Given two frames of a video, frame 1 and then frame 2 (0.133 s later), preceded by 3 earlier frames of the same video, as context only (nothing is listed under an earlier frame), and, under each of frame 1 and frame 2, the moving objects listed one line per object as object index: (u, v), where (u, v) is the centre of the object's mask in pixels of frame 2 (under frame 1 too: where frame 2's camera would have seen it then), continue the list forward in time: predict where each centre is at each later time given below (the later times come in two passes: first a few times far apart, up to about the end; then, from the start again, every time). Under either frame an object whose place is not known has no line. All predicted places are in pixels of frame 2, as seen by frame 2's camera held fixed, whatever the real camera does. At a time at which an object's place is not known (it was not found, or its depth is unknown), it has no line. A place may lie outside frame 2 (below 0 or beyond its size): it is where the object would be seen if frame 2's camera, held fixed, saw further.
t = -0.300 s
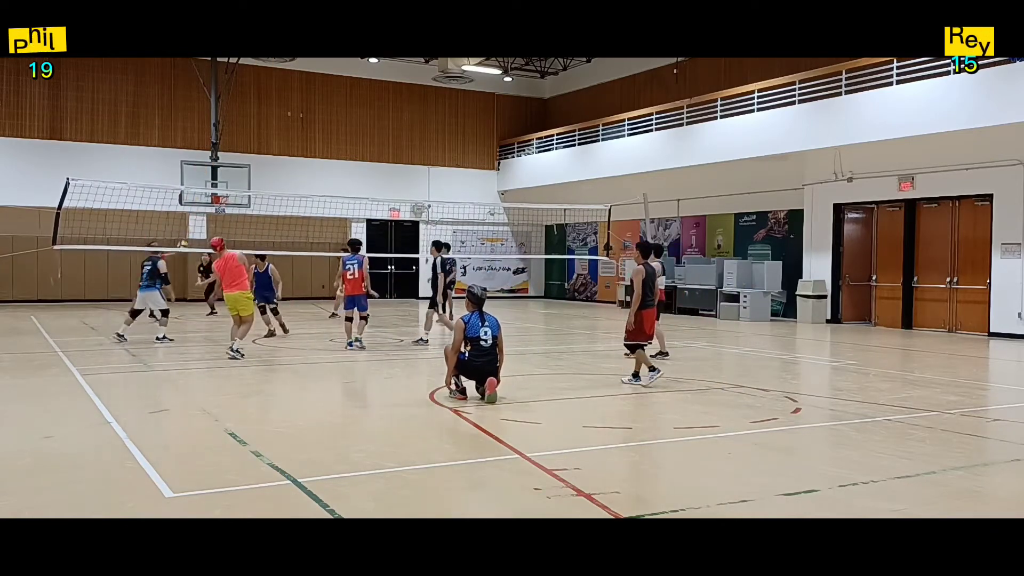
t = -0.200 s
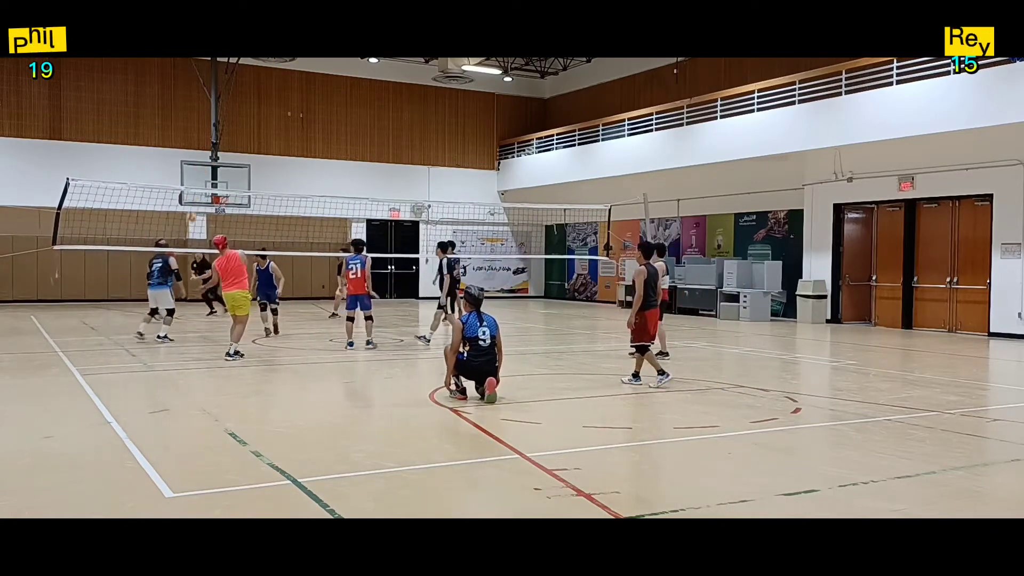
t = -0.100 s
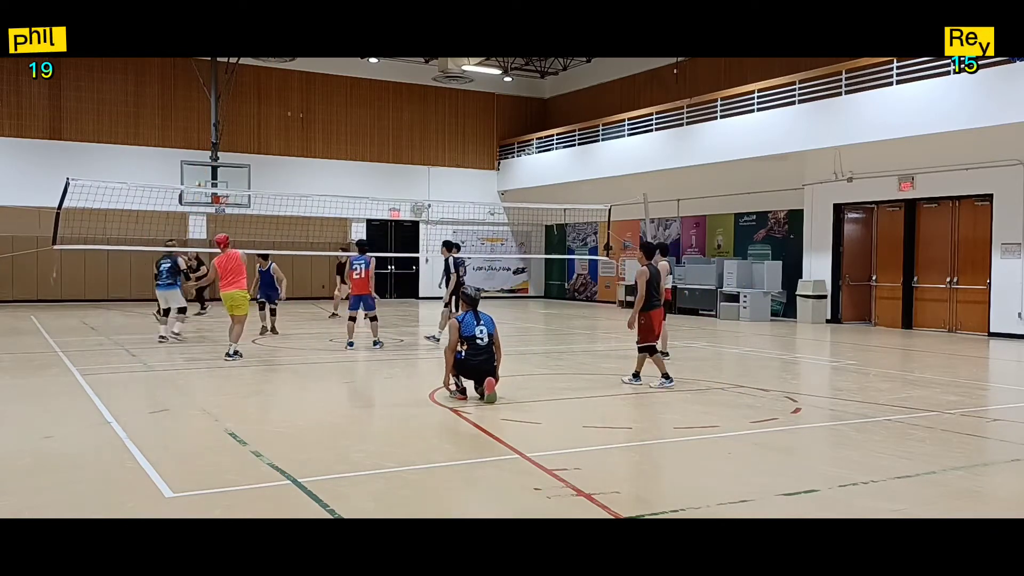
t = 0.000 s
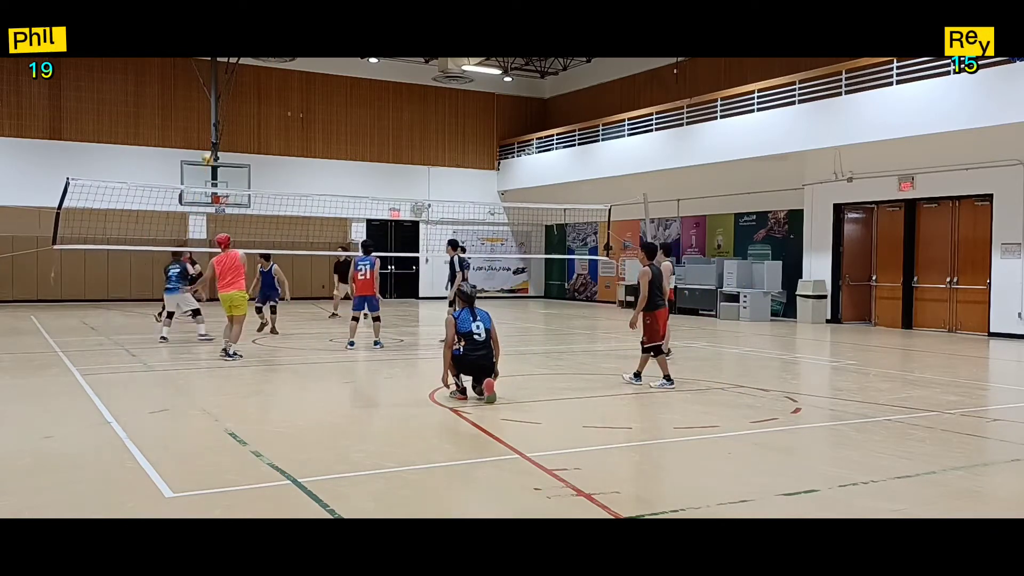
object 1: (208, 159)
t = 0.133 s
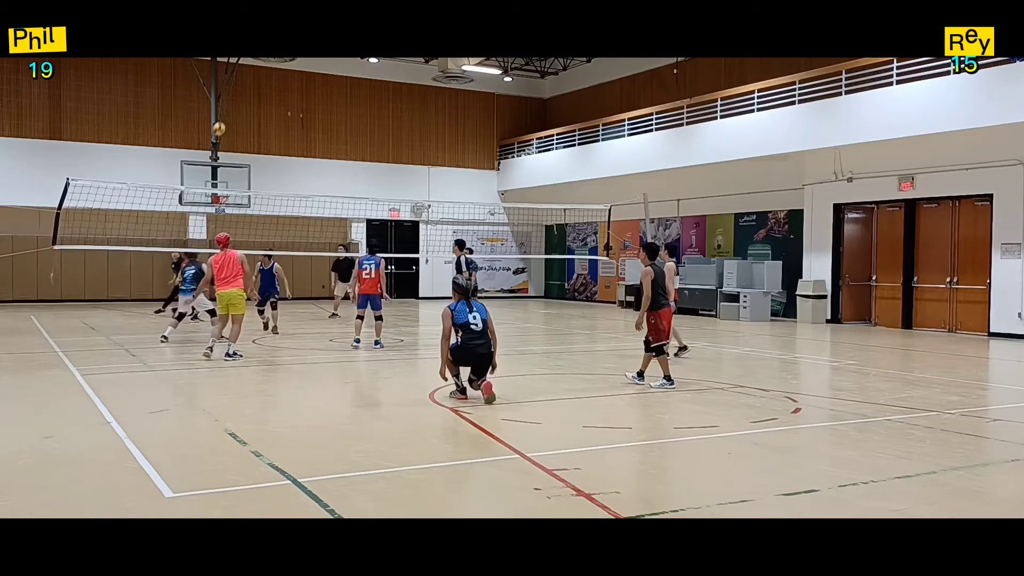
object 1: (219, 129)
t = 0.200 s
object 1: (225, 116)
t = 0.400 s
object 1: (243, 91)
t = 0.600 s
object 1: (264, 84)
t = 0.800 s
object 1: (287, 102)
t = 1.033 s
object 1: (317, 154)
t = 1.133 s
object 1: (332, 189)
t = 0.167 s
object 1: (222, 123)
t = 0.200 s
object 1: (225, 116)
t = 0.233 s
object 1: (228, 111)
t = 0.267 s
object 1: (231, 106)
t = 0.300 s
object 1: (234, 101)
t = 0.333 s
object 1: (237, 97)
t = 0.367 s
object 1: (240, 94)
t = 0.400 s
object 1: (243, 91)
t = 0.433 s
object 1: (247, 88)
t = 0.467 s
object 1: (250, 86)
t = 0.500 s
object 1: (253, 85)
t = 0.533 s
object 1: (257, 84)
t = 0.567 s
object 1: (260, 84)
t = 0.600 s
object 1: (264, 84)
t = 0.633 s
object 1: (267, 85)
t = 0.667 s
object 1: (271, 87)
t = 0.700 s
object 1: (275, 90)
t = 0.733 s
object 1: (279, 93)
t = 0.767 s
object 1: (283, 97)
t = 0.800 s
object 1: (287, 102)
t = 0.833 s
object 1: (291, 107)
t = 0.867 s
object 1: (295, 113)
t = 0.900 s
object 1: (299, 119)
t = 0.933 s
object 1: (303, 126)
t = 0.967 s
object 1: (308, 135)
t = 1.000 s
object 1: (313, 144)
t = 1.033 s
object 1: (317, 154)
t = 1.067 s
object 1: (321, 165)
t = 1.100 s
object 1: (327, 177)
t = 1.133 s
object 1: (332, 189)
